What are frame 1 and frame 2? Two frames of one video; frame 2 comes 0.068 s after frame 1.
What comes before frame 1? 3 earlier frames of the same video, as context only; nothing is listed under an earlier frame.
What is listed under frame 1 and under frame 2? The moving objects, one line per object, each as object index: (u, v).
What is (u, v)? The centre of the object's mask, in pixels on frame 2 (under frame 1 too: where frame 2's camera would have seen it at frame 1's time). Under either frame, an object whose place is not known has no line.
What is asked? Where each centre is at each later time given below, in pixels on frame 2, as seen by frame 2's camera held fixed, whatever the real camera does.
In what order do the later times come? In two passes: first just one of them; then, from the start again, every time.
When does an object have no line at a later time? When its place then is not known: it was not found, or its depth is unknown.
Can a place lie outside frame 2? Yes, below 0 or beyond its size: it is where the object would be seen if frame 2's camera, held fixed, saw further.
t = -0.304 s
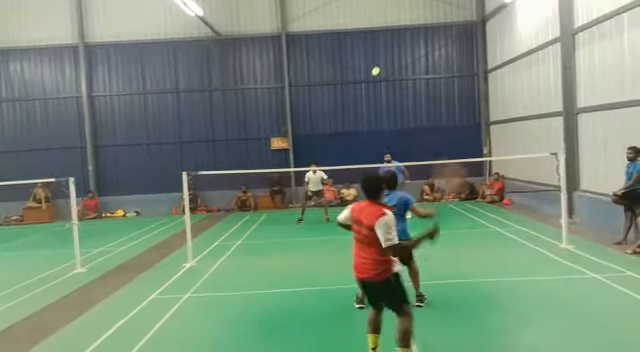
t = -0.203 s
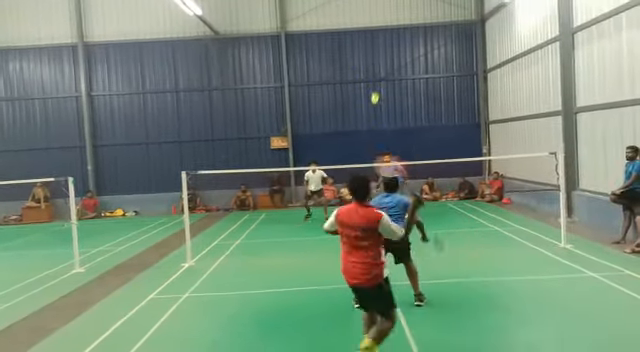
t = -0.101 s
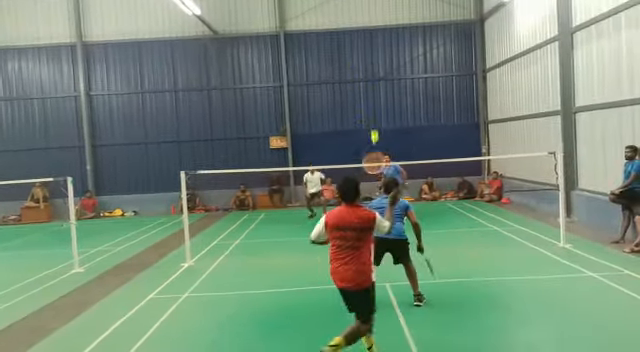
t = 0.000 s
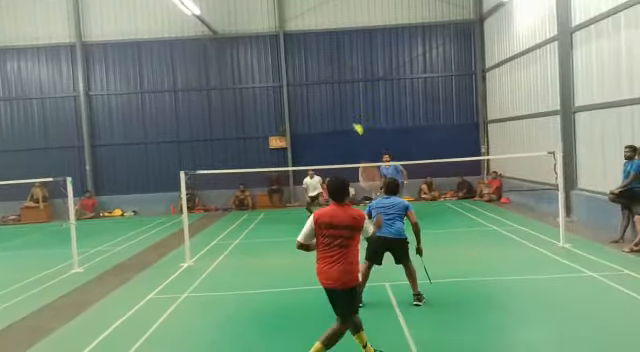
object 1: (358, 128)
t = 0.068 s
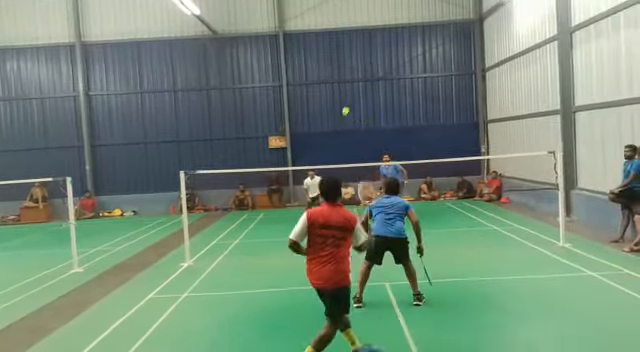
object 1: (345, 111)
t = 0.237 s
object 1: (336, 101)
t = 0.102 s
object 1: (346, 106)
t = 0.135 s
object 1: (344, 103)
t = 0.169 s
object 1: (340, 102)
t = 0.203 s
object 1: (338, 102)
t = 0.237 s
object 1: (336, 101)
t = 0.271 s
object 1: (335, 102)
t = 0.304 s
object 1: (334, 102)
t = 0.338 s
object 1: (333, 104)
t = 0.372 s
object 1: (332, 106)
